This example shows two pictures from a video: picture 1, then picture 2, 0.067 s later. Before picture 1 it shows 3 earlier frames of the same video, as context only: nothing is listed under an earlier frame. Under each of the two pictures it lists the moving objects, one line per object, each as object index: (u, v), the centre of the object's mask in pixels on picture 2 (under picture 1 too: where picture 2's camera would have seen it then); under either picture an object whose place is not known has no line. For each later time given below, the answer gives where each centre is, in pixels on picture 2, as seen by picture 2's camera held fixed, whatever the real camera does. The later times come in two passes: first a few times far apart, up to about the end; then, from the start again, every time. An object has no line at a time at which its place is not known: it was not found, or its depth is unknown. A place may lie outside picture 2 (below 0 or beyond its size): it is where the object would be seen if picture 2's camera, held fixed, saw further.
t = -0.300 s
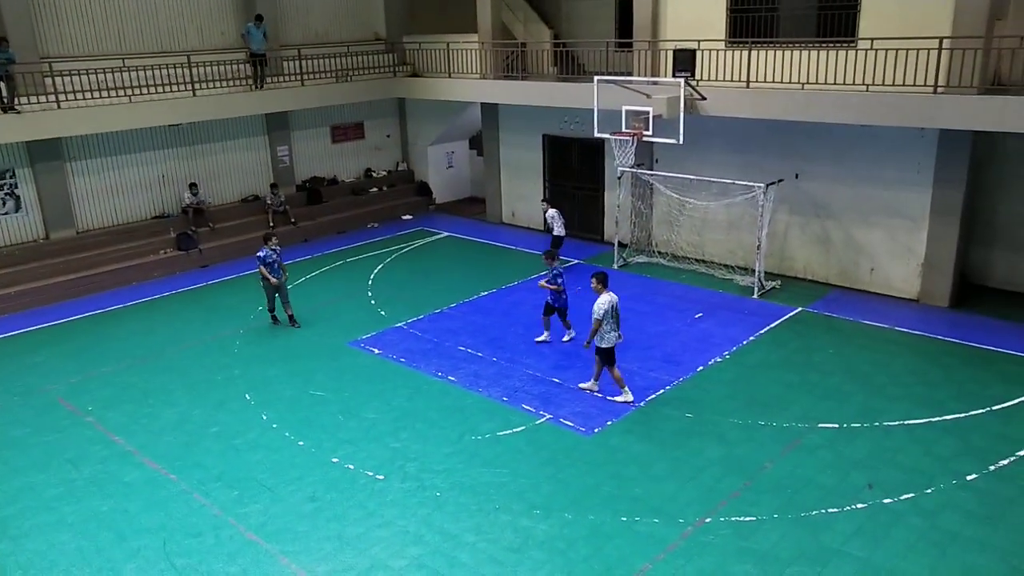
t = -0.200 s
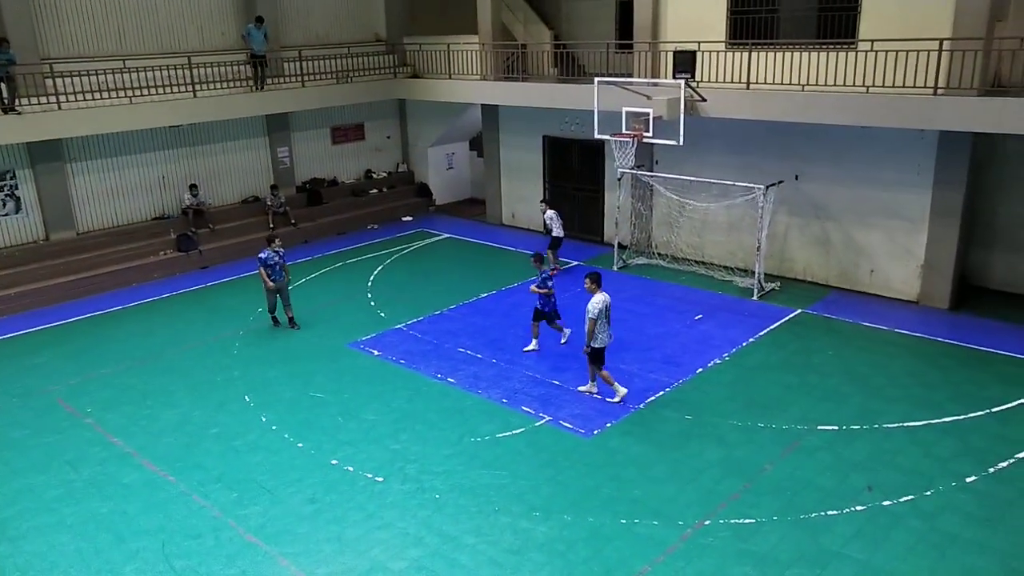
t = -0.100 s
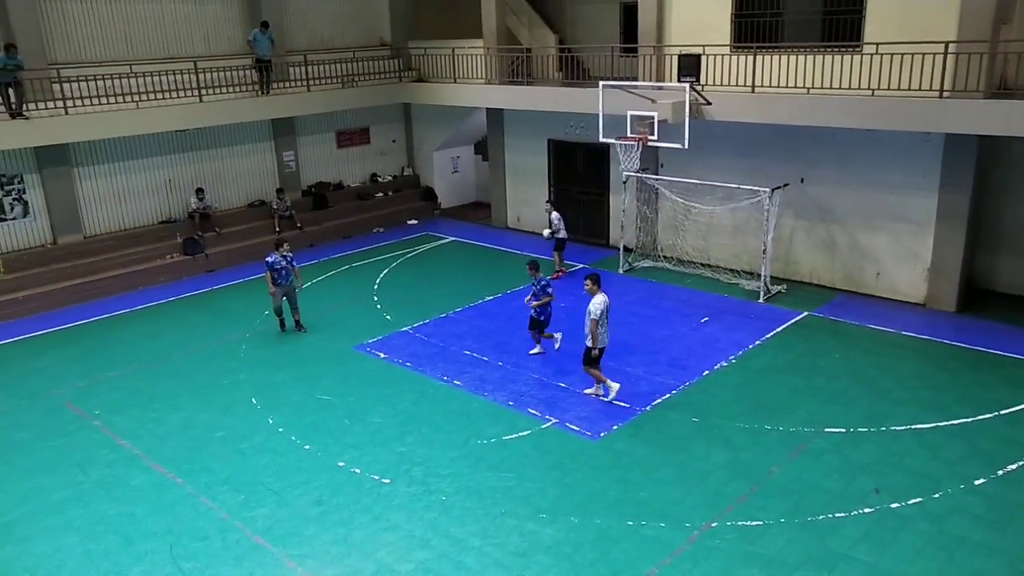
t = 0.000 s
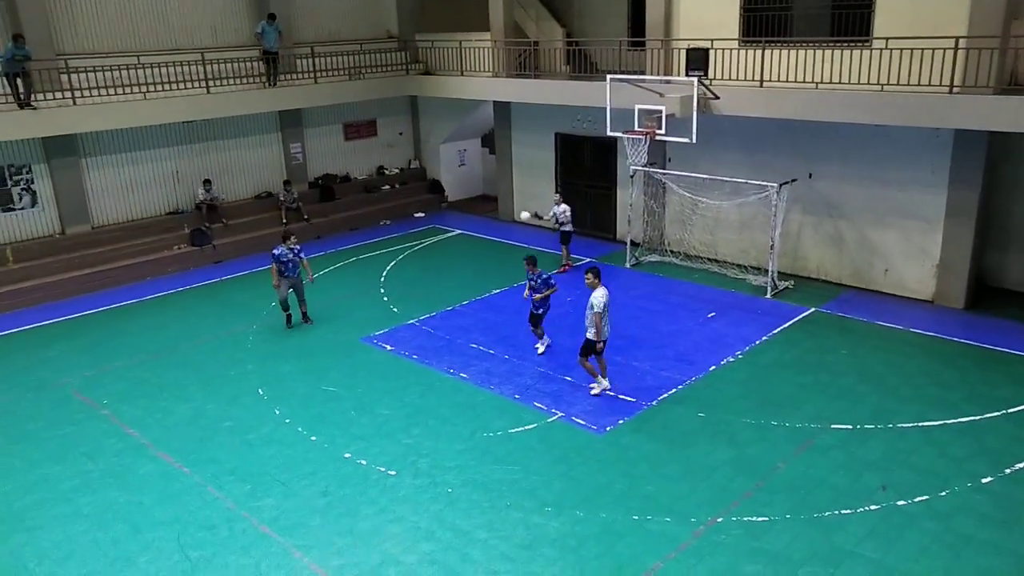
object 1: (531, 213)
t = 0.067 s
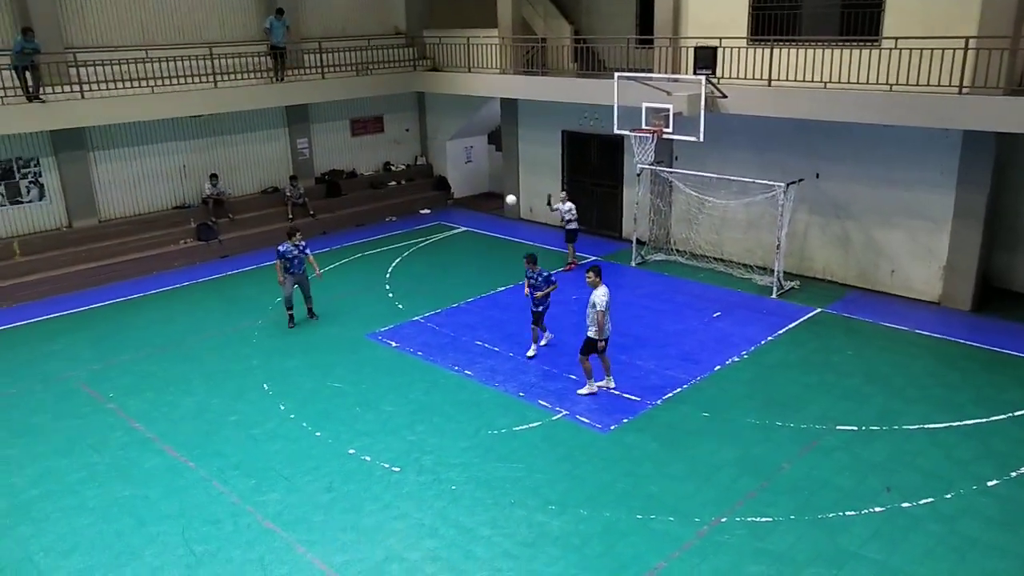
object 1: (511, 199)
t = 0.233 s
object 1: (456, 172)
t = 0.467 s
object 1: (369, 156)
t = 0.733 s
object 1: (252, 178)
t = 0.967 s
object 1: (138, 245)
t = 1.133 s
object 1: (48, 323)
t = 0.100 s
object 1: (500, 193)
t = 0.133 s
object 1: (489, 187)
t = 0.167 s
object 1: (479, 181)
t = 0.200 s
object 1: (468, 176)
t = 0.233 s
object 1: (456, 172)
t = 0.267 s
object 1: (445, 168)
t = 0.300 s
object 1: (433, 165)
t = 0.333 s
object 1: (421, 162)
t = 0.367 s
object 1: (408, 159)
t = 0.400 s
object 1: (396, 158)
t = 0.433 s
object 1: (382, 156)
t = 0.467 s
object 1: (369, 156)
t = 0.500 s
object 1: (355, 156)
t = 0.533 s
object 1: (342, 157)
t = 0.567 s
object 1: (327, 158)
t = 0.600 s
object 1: (312, 161)
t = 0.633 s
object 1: (298, 165)
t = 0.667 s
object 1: (283, 168)
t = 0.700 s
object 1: (268, 173)
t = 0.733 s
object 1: (252, 178)
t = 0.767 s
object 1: (237, 185)
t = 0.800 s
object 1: (222, 193)
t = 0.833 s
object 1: (205, 202)
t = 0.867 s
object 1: (188, 211)
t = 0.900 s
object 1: (171, 222)
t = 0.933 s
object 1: (155, 233)
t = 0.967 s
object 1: (138, 245)
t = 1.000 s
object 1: (121, 258)
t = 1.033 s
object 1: (102, 274)
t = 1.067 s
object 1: (85, 289)
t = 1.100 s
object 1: (68, 305)
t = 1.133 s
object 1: (48, 323)
